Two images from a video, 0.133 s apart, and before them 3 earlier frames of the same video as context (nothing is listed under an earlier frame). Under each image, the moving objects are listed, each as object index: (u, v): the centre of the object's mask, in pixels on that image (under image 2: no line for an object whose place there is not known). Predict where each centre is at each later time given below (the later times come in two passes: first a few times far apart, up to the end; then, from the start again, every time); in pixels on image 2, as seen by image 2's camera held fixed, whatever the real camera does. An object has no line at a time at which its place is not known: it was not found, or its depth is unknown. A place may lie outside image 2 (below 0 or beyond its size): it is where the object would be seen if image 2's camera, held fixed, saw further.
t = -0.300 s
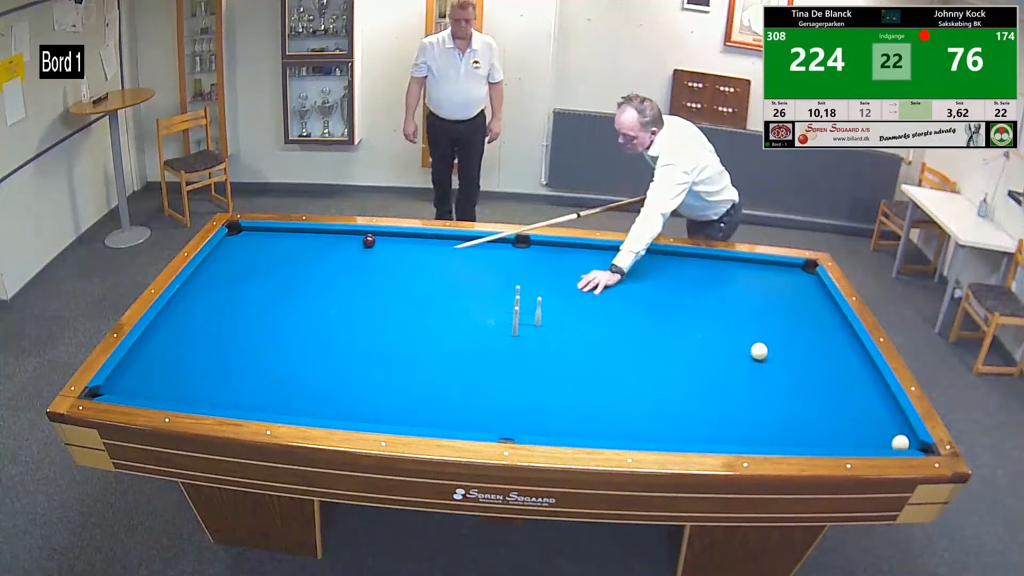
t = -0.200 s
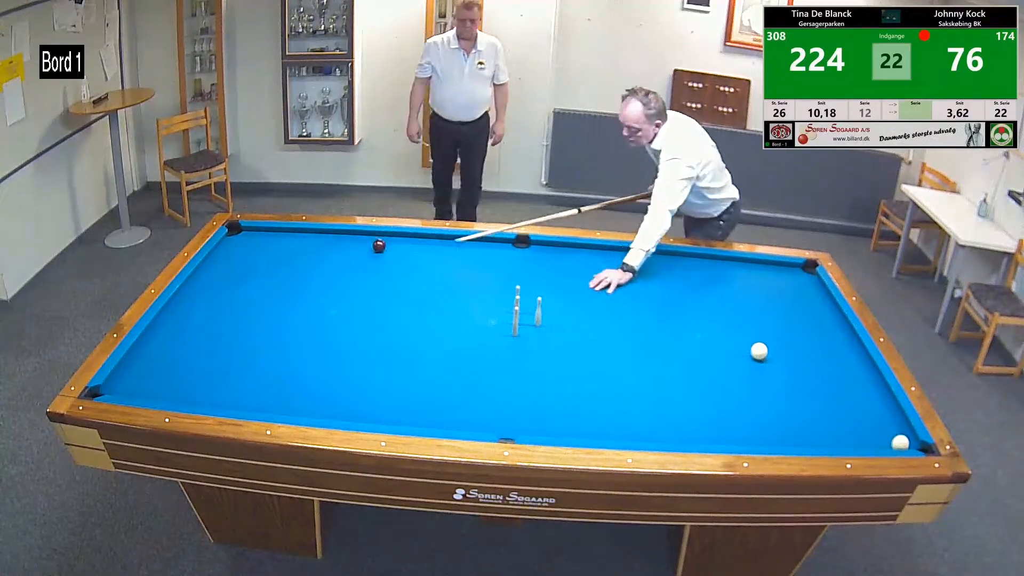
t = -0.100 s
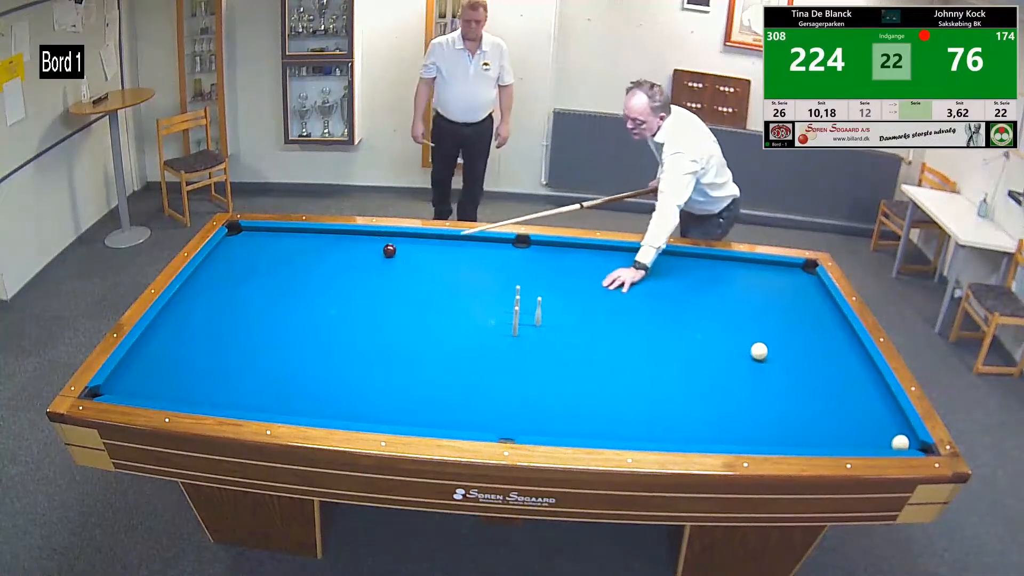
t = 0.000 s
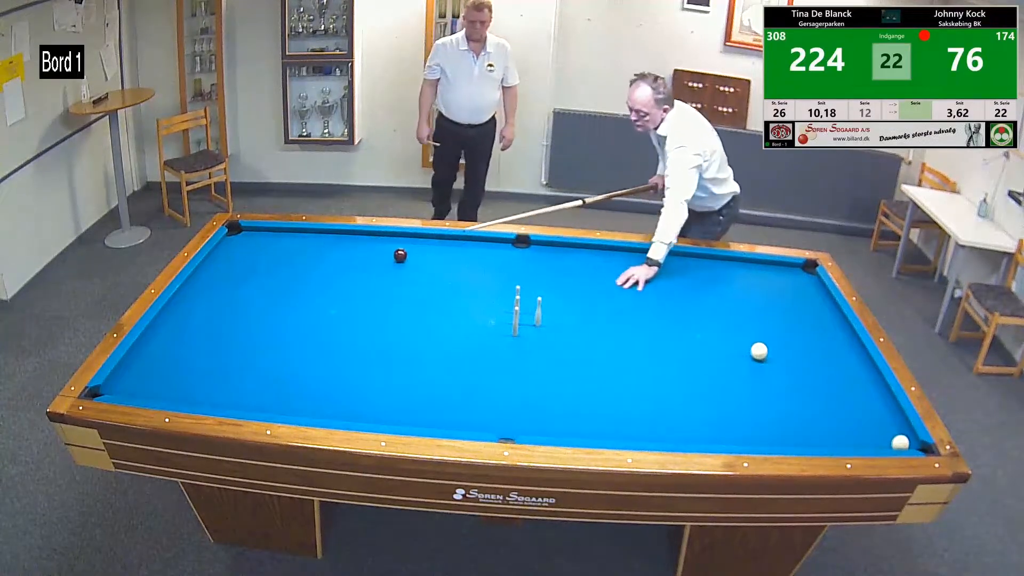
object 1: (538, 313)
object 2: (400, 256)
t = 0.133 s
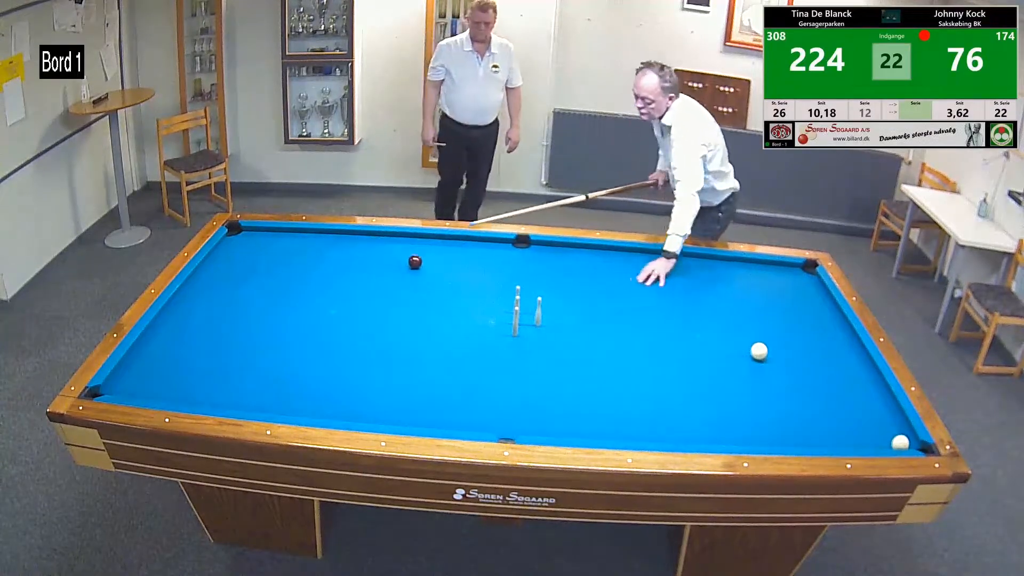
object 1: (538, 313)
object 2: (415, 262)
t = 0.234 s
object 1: (538, 313)
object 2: (426, 267)
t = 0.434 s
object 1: (539, 313)
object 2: (449, 277)
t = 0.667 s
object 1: (539, 313)
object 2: (478, 291)
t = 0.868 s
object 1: (538, 313)
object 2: (503, 302)
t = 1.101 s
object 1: (540, 312)
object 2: (531, 316)
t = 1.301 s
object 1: (567, 337)
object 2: (553, 325)
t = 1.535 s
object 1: (581, 354)
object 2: (579, 338)
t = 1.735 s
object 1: (575, 362)
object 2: (602, 349)
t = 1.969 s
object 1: (566, 368)
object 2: (628, 361)
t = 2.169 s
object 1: (558, 372)
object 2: (651, 372)
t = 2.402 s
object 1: (547, 375)
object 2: (678, 385)
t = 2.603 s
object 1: (538, 376)
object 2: (700, 396)
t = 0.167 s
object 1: (539, 313)
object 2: (419, 264)
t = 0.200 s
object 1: (538, 313)
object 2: (422, 265)
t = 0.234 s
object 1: (538, 313)
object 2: (426, 267)
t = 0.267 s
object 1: (539, 313)
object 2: (430, 269)
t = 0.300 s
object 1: (539, 313)
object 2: (434, 271)
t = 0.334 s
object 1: (539, 313)
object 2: (438, 272)
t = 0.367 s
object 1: (539, 313)
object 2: (441, 274)
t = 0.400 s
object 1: (539, 313)
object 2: (445, 276)
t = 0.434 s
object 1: (539, 313)
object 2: (449, 277)
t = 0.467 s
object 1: (539, 313)
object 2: (453, 280)
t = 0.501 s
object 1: (538, 313)
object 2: (457, 282)
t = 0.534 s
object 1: (538, 313)
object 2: (461, 283)
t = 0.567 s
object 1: (539, 313)
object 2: (465, 285)
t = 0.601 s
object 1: (539, 313)
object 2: (469, 287)
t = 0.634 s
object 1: (539, 313)
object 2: (474, 289)
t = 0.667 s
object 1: (539, 313)
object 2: (478, 291)
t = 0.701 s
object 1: (538, 313)
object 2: (482, 293)
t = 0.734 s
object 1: (539, 313)
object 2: (486, 295)
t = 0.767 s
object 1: (538, 313)
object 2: (490, 297)
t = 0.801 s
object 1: (538, 312)
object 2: (495, 298)
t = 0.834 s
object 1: (538, 313)
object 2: (499, 300)
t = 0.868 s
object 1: (538, 313)
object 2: (503, 302)
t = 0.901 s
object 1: (538, 313)
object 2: (507, 304)
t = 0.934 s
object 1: (538, 313)
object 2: (510, 306)
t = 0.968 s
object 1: (539, 312)
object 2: (512, 307)
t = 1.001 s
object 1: (538, 313)
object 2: (520, 309)
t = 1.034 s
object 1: (538, 312)
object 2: (524, 311)
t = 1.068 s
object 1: (539, 312)
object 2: (527, 313)
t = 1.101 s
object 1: (540, 312)
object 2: (531, 316)
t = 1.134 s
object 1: (544, 316)
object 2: (535, 317)
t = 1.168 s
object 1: (547, 321)
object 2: (537, 320)
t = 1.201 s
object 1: (553, 324)
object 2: (542, 321)
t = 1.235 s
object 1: (558, 328)
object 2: (545, 324)
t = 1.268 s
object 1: (562, 332)
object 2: (549, 325)
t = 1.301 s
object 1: (567, 337)
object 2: (553, 325)
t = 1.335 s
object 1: (571, 343)
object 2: (557, 327)
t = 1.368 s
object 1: (574, 343)
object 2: (561, 328)
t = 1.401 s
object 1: (577, 345)
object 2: (565, 330)
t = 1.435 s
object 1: (579, 348)
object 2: (569, 332)
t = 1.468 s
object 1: (580, 352)
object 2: (572, 335)
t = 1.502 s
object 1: (581, 353)
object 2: (575, 336)
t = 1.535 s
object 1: (581, 354)
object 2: (579, 338)
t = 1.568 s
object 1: (580, 357)
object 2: (583, 340)
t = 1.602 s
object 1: (579, 357)
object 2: (587, 341)
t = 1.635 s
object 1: (578, 358)
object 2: (591, 343)
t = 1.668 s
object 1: (577, 359)
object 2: (594, 345)
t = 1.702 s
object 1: (576, 361)
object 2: (598, 347)
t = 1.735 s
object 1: (575, 362)
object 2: (602, 349)
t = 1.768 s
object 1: (574, 363)
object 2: (606, 350)
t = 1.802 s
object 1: (573, 364)
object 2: (609, 352)
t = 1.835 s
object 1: (572, 365)
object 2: (613, 354)
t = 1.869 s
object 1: (571, 366)
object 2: (617, 356)
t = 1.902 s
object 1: (569, 367)
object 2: (620, 357)
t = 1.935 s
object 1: (568, 367)
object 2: (624, 359)
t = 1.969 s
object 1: (566, 368)
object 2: (628, 361)
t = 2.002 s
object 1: (565, 369)
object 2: (632, 363)
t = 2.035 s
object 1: (564, 370)
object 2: (635, 365)
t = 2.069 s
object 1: (562, 370)
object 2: (639, 367)
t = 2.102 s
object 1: (561, 371)
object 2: (643, 368)
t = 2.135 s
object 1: (559, 371)
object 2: (647, 370)
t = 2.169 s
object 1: (558, 372)
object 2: (651, 372)
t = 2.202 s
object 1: (556, 372)
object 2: (654, 374)
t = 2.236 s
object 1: (554, 373)
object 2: (659, 376)
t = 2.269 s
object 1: (553, 373)
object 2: (662, 378)
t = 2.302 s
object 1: (551, 374)
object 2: (666, 380)
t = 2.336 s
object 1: (550, 374)
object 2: (670, 381)
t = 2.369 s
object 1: (548, 374)
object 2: (674, 383)
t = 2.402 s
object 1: (547, 375)
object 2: (678, 385)
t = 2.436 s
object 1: (545, 375)
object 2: (681, 387)
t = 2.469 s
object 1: (544, 375)
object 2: (685, 388)
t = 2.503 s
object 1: (543, 375)
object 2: (689, 390)
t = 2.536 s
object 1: (541, 375)
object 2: (693, 392)
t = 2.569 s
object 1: (540, 376)
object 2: (696, 394)
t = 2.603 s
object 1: (538, 376)
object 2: (700, 396)
